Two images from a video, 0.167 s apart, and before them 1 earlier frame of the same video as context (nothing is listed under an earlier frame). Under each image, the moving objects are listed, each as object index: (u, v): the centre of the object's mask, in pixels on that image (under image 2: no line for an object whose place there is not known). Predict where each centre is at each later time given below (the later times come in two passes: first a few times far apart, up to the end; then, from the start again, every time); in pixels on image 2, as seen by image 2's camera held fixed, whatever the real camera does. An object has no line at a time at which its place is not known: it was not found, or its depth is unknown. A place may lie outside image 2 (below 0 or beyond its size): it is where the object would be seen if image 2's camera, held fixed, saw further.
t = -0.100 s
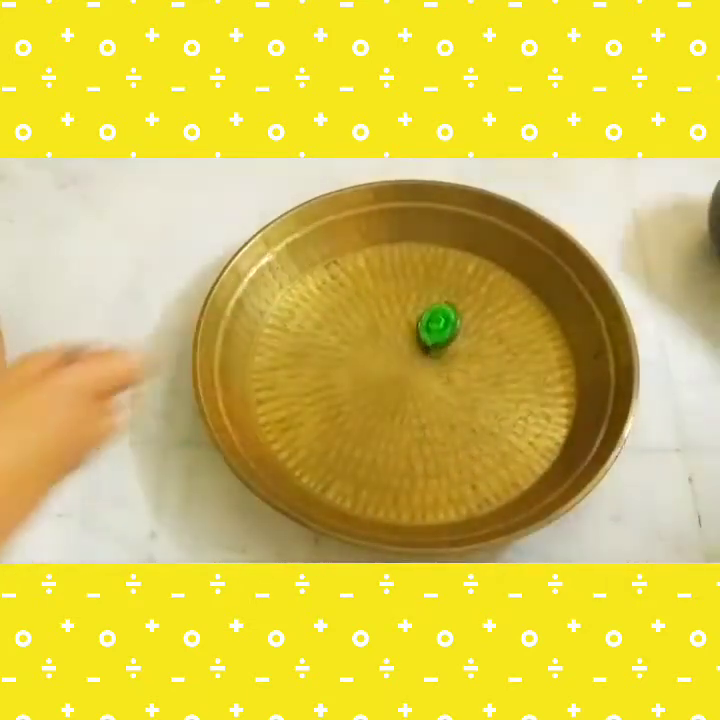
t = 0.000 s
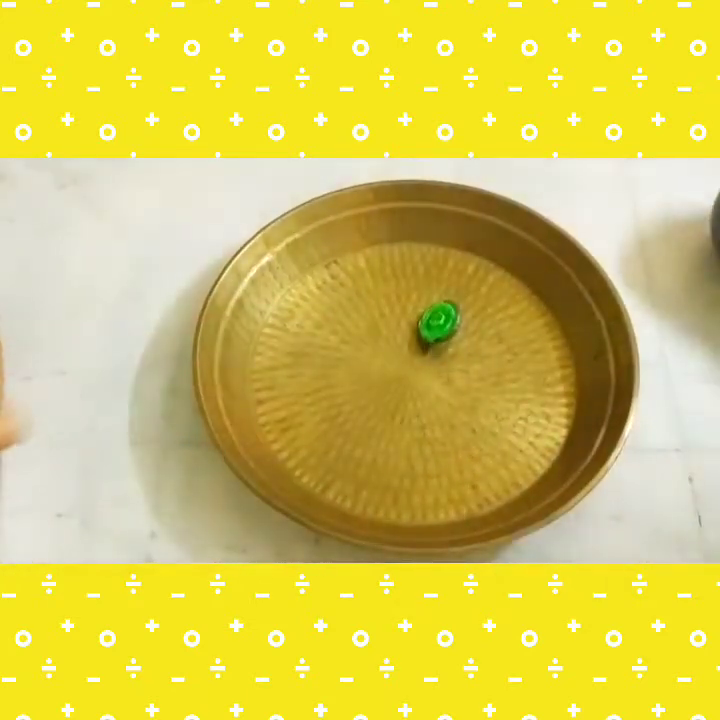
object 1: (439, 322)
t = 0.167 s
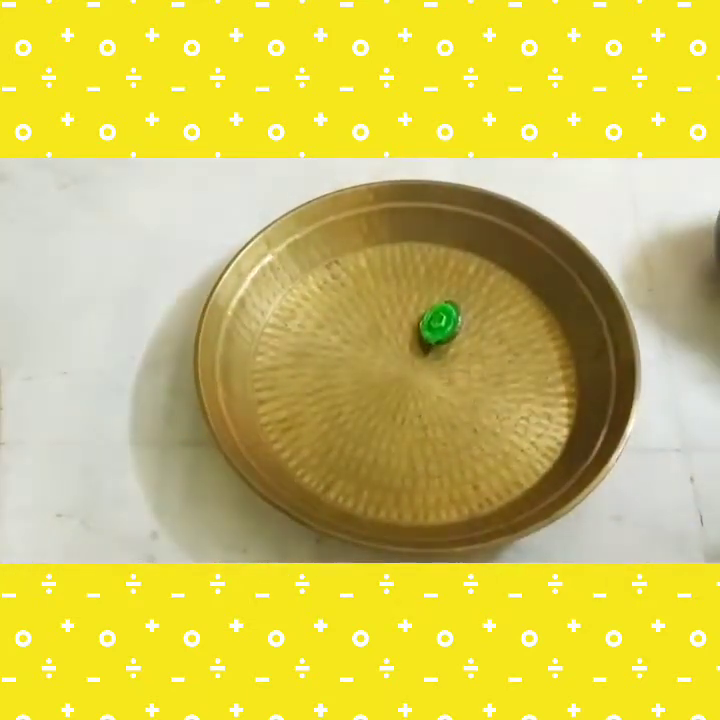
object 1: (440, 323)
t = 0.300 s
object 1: (441, 331)
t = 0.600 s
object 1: (461, 332)
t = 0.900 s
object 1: (458, 333)
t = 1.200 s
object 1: (439, 328)
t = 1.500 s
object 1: (448, 336)
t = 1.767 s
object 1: (456, 334)
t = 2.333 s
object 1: (441, 331)
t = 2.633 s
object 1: (454, 337)
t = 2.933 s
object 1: (443, 334)
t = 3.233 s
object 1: (444, 335)
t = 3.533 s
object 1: (450, 339)
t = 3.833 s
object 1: (442, 334)
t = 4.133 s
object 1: (450, 338)
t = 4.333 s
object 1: (443, 335)
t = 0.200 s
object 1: (440, 324)
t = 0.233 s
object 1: (440, 326)
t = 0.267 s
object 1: (441, 329)
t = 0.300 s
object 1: (441, 331)
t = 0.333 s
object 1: (444, 334)
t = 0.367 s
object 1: (447, 336)
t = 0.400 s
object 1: (450, 336)
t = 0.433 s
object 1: (454, 336)
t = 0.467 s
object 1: (457, 335)
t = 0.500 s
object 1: (458, 334)
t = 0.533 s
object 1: (459, 333)
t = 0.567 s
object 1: (460, 333)
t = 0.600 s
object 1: (461, 332)
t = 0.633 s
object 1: (462, 331)
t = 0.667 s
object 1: (462, 331)
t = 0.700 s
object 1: (462, 330)
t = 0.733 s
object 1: (462, 330)
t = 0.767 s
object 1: (462, 330)
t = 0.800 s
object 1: (461, 331)
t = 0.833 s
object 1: (460, 331)
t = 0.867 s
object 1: (459, 333)
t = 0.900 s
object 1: (458, 333)
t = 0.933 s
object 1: (455, 334)
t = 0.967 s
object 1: (452, 334)
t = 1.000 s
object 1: (451, 335)
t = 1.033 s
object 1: (447, 335)
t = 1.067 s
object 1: (444, 334)
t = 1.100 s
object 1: (442, 332)
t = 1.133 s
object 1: (440, 330)
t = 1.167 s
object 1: (439, 328)
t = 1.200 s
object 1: (439, 328)
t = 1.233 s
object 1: (439, 327)
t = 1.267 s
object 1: (439, 326)
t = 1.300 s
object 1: (439, 327)
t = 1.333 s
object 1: (439, 327)
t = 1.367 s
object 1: (440, 329)
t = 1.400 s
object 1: (441, 331)
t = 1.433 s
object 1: (443, 333)
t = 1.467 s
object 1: (445, 335)
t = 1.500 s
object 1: (448, 336)
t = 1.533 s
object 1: (450, 336)
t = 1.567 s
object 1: (452, 335)
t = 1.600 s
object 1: (453, 335)
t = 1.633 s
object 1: (455, 334)
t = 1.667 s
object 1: (455, 335)
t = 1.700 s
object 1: (456, 334)
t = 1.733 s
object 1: (457, 334)
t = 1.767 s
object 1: (456, 334)
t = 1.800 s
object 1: (456, 334)
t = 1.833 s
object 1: (456, 335)
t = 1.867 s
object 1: (456, 335)
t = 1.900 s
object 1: (455, 335)
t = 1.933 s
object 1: (454, 336)
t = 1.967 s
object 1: (452, 336)
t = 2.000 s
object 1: (449, 336)
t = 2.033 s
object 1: (445, 336)
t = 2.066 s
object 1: (443, 335)
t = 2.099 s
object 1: (442, 333)
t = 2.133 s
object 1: (441, 332)
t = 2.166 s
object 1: (440, 330)
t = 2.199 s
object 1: (440, 330)
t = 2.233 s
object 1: (440, 329)
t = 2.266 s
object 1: (440, 330)
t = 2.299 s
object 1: (440, 330)
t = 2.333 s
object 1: (441, 331)
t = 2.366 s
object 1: (441, 332)
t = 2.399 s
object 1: (443, 334)
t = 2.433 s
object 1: (445, 335)
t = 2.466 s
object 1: (447, 336)
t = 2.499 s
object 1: (449, 337)
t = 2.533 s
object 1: (451, 337)
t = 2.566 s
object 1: (452, 337)
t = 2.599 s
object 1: (453, 337)
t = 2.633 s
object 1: (454, 337)
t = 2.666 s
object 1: (454, 336)
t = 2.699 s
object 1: (454, 336)
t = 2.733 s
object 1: (453, 336)
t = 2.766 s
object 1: (451, 337)
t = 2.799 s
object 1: (450, 337)
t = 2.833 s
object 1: (449, 337)
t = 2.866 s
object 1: (447, 336)
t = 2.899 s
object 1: (444, 335)
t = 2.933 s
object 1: (443, 334)
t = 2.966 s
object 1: (442, 333)
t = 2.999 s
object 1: (442, 333)
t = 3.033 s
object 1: (441, 332)
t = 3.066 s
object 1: (440, 332)
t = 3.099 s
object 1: (441, 332)
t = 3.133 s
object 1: (441, 332)
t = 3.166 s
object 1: (441, 333)
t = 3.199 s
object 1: (442, 334)
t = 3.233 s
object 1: (444, 335)
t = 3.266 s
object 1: (446, 336)
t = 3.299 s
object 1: (448, 338)
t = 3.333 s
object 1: (450, 338)
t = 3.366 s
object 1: (452, 338)
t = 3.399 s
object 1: (453, 338)
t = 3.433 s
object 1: (453, 338)
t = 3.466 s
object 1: (453, 338)
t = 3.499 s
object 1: (452, 339)
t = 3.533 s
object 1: (450, 339)
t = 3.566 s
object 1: (448, 338)
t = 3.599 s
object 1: (446, 337)
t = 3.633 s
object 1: (444, 336)
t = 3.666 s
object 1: (443, 335)
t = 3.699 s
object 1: (443, 335)
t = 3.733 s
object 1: (442, 334)
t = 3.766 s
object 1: (442, 334)
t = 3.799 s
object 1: (442, 334)
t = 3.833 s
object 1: (442, 334)
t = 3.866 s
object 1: (443, 335)
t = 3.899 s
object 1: (445, 336)
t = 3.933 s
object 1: (446, 337)
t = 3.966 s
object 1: (447, 338)
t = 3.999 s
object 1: (449, 338)
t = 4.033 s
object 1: (450, 338)
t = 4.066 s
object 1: (451, 338)
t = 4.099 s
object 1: (451, 338)
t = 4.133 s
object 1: (450, 338)
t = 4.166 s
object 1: (449, 338)
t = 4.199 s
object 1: (447, 337)
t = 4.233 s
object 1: (446, 337)
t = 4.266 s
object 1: (445, 336)
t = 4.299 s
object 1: (444, 335)
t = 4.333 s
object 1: (443, 335)
